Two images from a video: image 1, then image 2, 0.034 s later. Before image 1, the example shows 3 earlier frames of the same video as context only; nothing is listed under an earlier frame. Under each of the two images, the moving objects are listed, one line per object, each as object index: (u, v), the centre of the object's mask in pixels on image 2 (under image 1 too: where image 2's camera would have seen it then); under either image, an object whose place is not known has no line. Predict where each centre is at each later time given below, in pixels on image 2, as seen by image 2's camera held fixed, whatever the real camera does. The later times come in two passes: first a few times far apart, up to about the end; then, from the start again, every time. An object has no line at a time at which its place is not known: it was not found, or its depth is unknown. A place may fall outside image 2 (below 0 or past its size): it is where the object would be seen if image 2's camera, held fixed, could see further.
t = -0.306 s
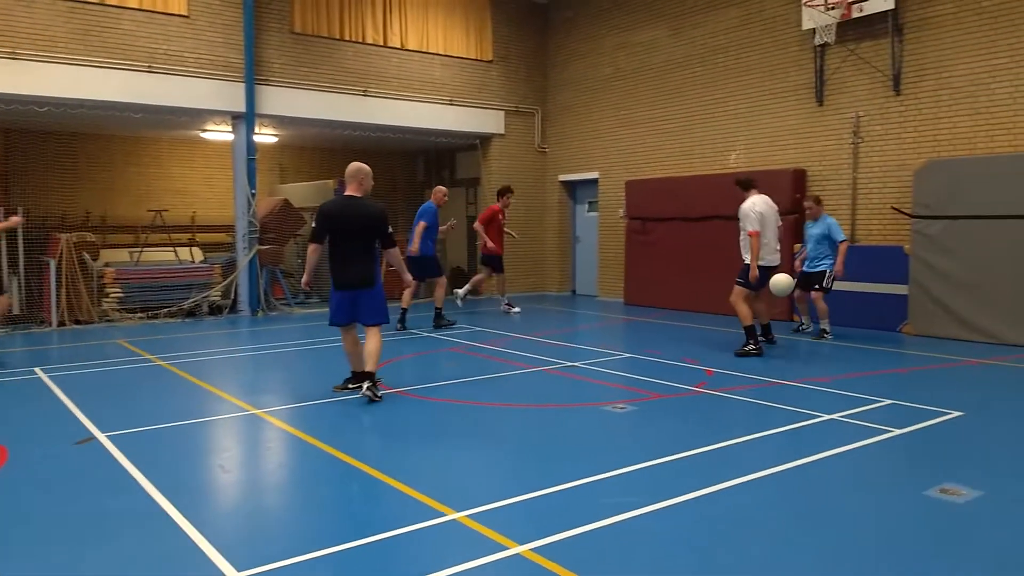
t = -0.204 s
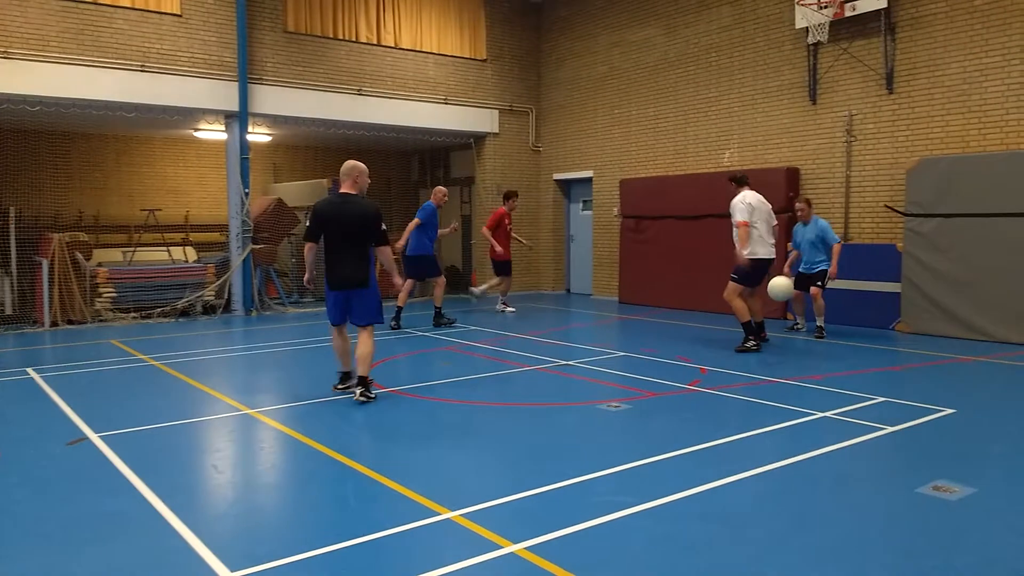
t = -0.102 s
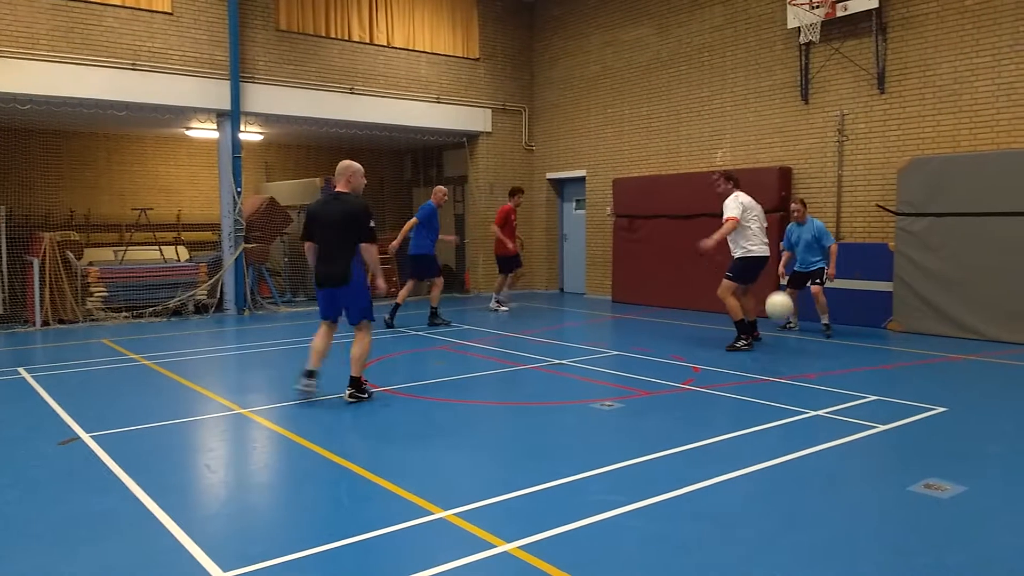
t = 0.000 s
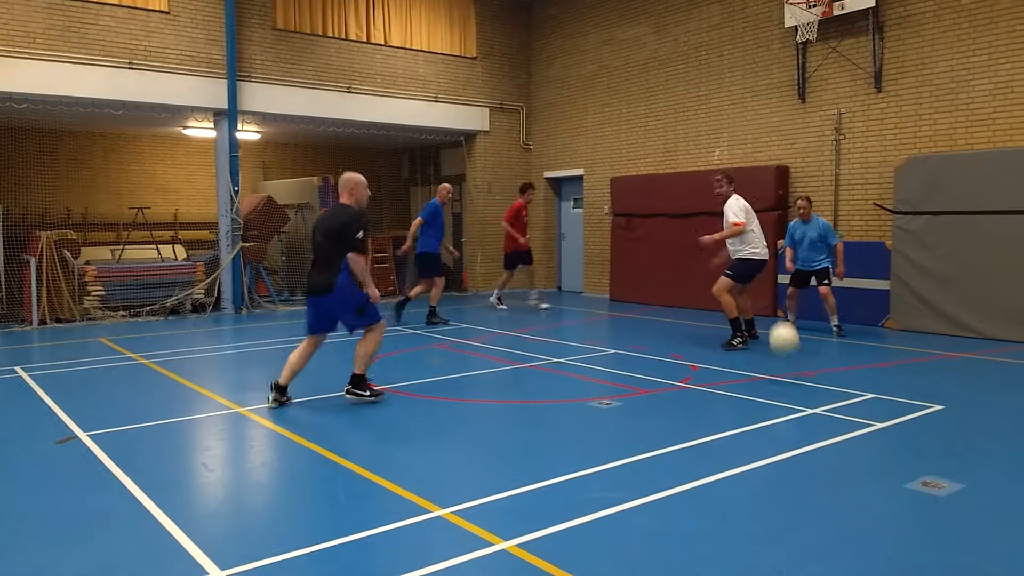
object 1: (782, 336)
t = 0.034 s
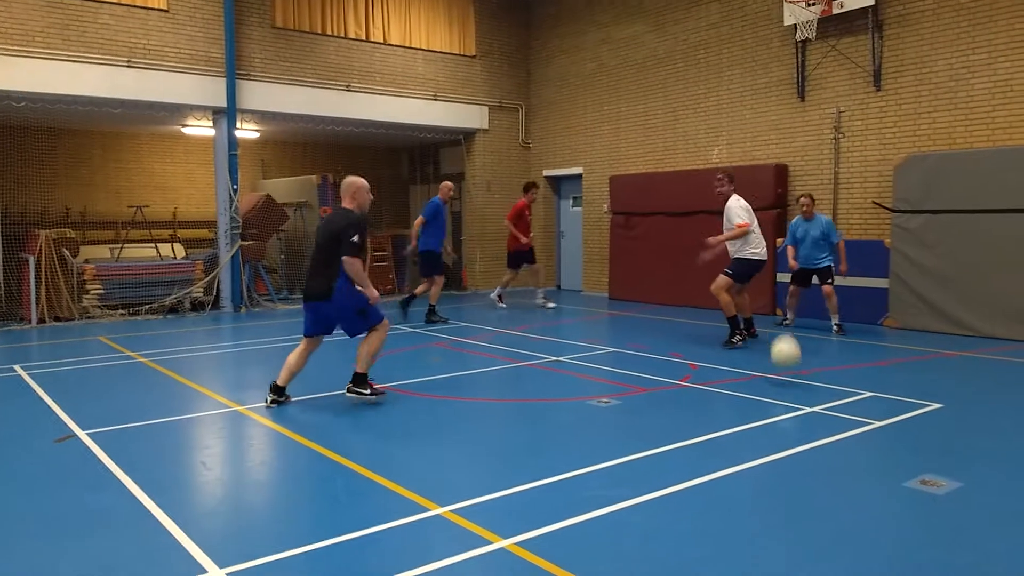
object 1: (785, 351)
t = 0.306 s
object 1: (871, 332)
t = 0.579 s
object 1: (993, 376)
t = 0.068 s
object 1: (788, 367)
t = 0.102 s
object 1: (798, 366)
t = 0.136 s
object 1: (809, 358)
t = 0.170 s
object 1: (819, 351)
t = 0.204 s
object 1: (832, 344)
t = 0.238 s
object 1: (844, 338)
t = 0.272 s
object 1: (857, 335)
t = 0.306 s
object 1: (871, 332)
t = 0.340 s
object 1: (884, 331)
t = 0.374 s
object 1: (898, 331)
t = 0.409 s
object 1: (913, 333)
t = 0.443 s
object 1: (928, 338)
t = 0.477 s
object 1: (943, 343)
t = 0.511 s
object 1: (960, 352)
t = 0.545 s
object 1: (976, 363)
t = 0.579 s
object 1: (993, 376)
